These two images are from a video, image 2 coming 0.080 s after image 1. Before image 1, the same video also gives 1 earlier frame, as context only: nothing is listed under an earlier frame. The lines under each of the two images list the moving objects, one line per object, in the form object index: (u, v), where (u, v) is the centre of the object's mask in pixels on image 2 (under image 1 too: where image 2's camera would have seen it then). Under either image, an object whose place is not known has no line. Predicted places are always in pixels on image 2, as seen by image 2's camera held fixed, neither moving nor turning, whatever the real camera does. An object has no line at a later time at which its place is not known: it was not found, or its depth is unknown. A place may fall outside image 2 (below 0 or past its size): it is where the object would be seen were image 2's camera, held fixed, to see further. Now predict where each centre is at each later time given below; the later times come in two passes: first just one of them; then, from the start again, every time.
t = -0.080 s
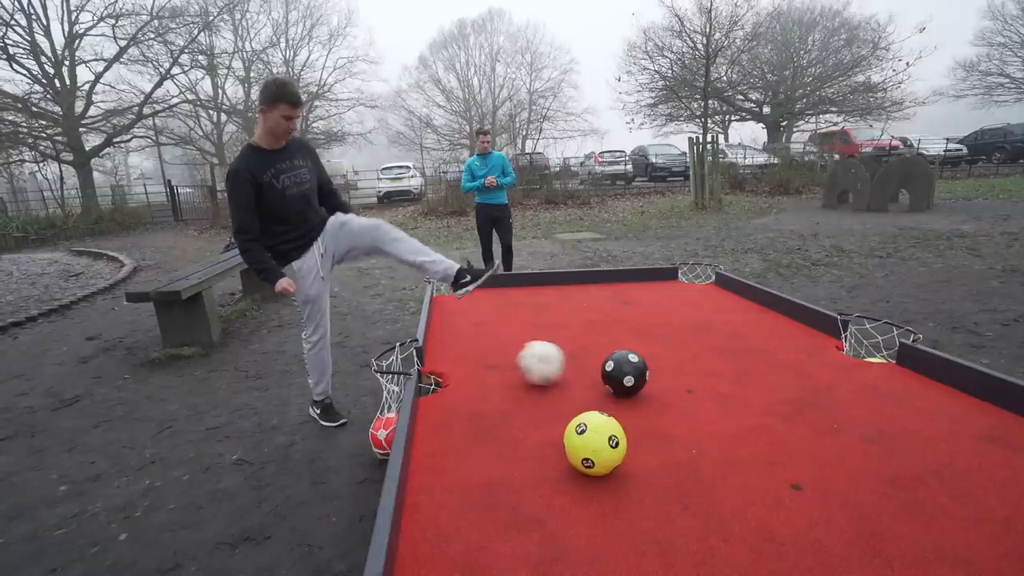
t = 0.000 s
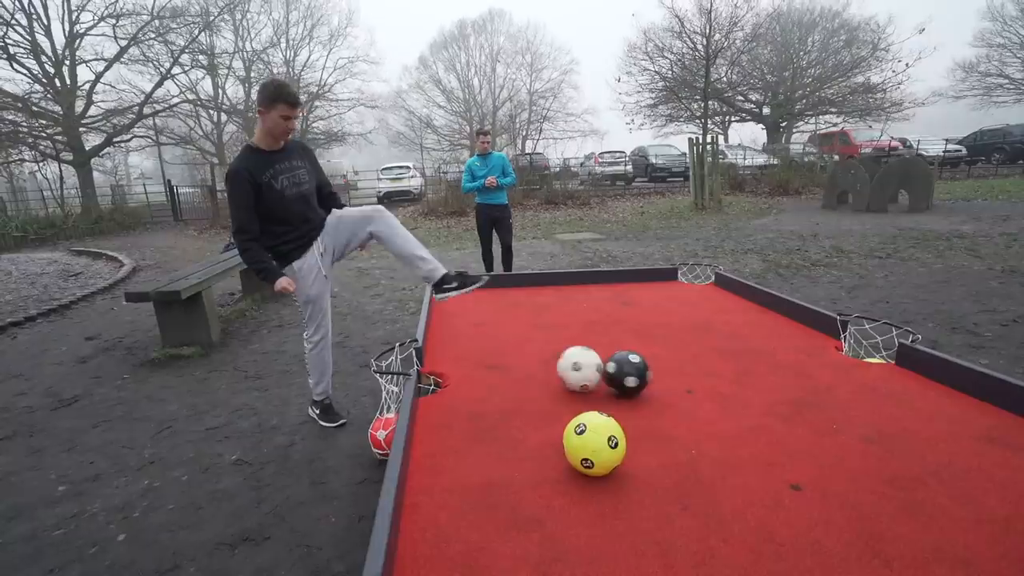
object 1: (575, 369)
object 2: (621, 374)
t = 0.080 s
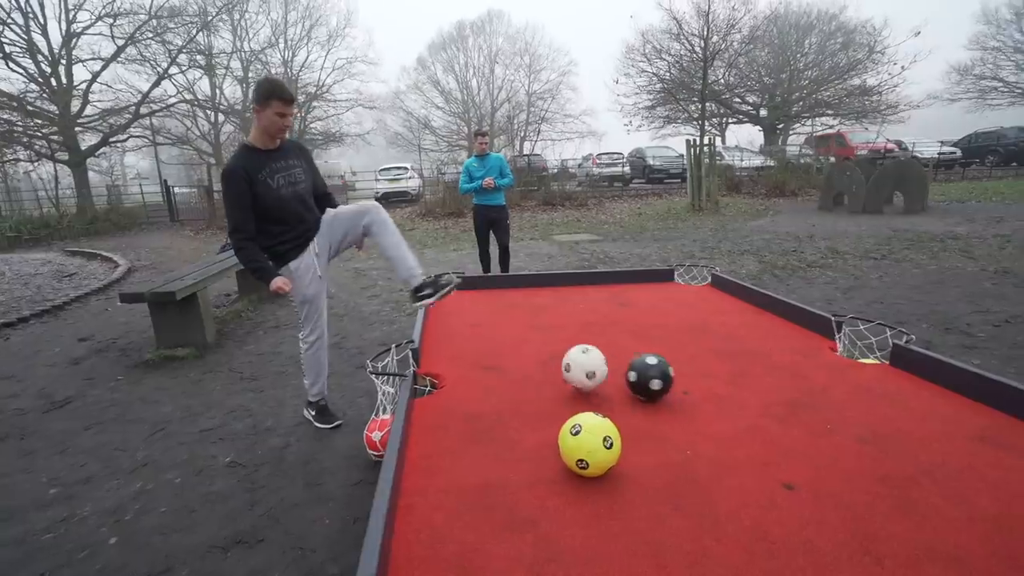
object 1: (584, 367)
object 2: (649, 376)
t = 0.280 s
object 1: (613, 379)
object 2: (706, 381)
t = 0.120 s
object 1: (588, 371)
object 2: (662, 378)
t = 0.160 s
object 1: (594, 375)
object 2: (674, 379)
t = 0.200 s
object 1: (600, 376)
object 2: (686, 379)
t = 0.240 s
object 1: (606, 378)
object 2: (696, 380)
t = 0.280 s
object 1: (613, 379)
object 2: (706, 381)
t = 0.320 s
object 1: (620, 381)
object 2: (714, 382)
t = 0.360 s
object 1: (626, 382)
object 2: (722, 382)
